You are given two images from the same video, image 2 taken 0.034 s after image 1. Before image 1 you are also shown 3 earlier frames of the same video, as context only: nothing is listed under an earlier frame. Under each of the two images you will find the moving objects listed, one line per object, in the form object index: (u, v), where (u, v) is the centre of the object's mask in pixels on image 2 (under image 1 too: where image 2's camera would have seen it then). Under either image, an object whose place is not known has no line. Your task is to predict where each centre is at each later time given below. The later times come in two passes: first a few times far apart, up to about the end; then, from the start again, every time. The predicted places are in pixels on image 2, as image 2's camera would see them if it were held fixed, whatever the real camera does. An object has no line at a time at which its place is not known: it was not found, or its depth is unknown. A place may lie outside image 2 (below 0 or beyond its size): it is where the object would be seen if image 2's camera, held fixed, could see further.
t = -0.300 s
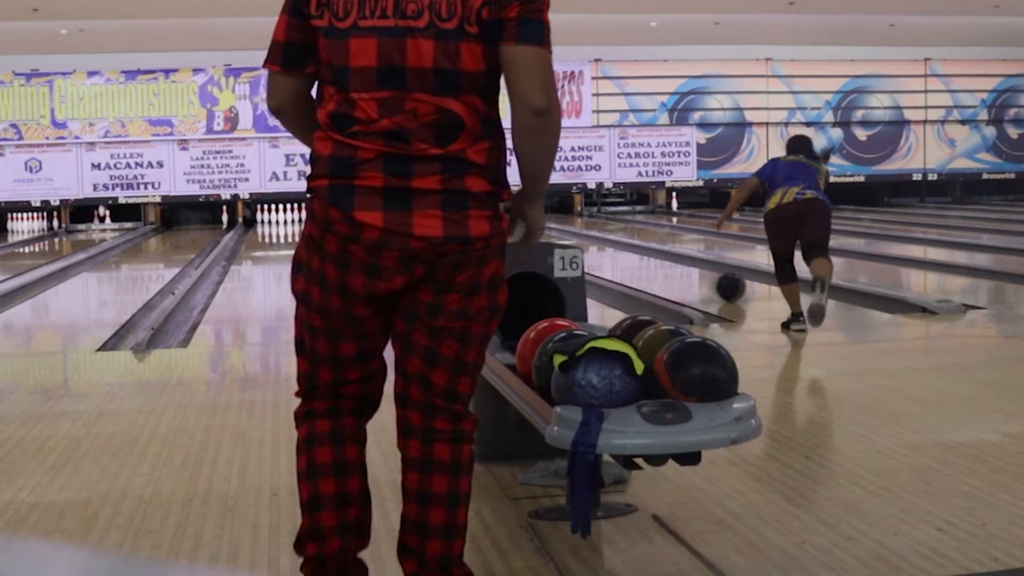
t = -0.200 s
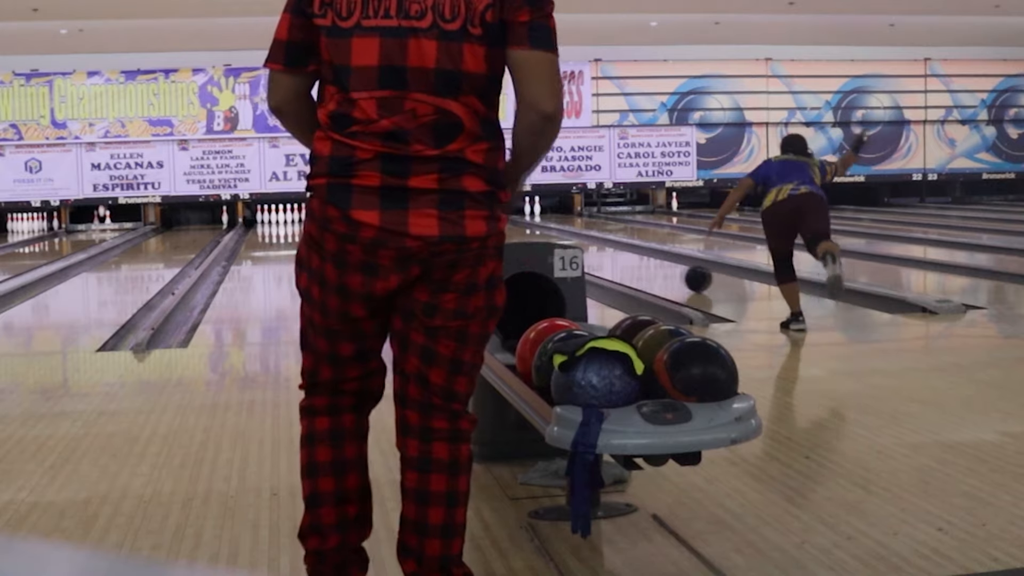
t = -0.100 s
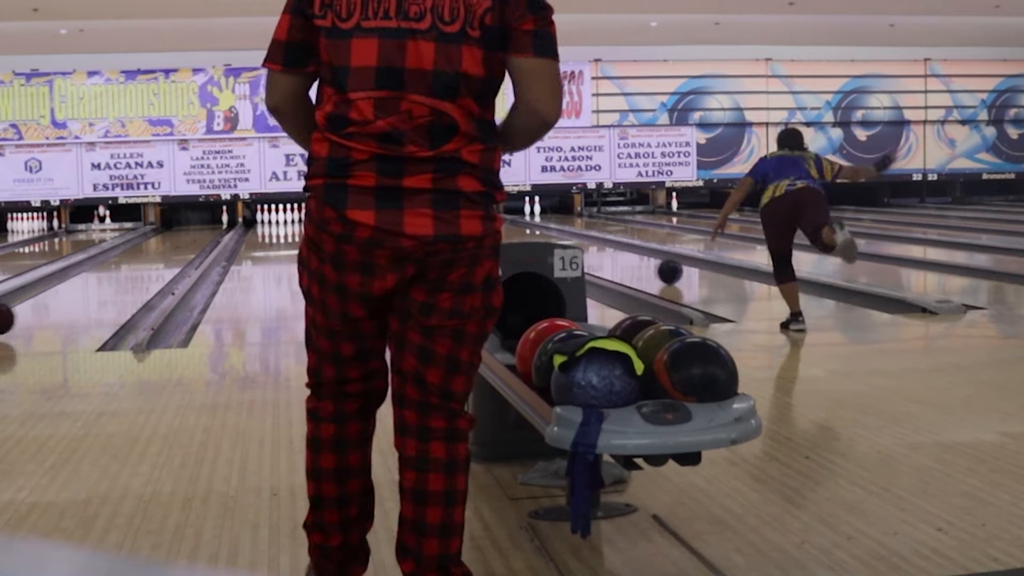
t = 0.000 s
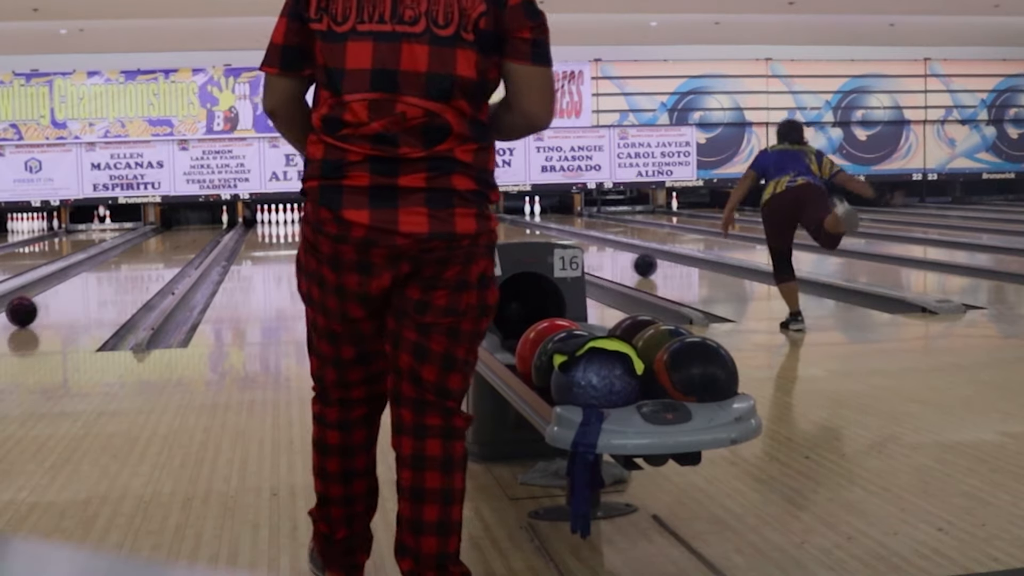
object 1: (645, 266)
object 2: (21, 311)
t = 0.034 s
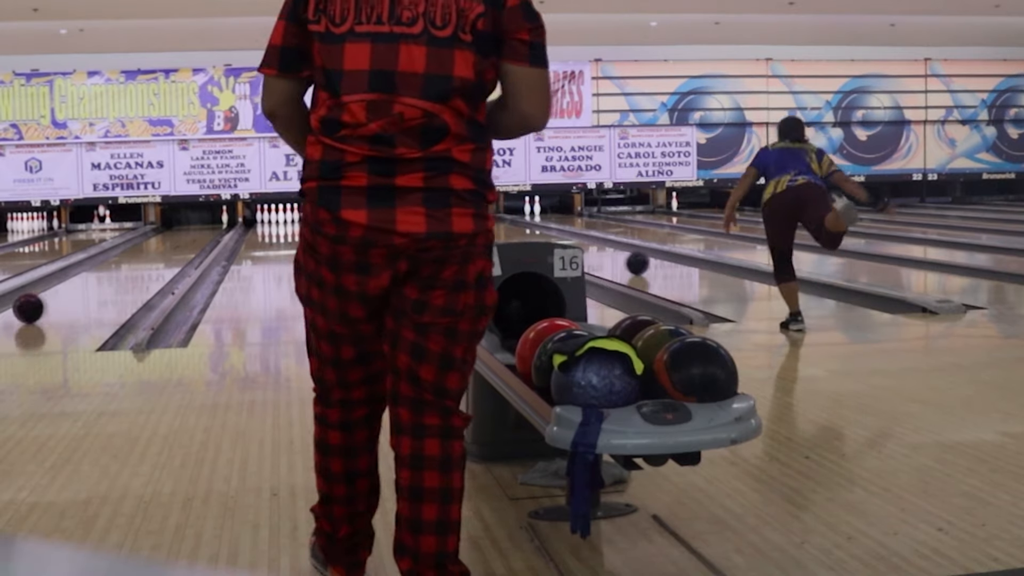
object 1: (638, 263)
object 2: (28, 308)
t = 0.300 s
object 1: (589, 250)
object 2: (77, 288)
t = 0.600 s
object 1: (545, 237)
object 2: (115, 271)
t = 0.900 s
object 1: (513, 232)
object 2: (144, 258)
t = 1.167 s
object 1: (491, 226)
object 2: (164, 250)
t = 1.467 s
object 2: (182, 242)
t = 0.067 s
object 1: (631, 261)
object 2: (35, 305)
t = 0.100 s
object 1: (623, 260)
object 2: (42, 303)
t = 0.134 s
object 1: (617, 258)
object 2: (48, 300)
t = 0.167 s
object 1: (610, 257)
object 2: (55, 297)
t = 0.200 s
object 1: (604, 255)
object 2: (60, 295)
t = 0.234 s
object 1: (598, 254)
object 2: (66, 292)
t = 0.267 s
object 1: (592, 252)
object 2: (71, 290)
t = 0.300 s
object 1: (589, 250)
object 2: (77, 288)
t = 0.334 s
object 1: (585, 247)
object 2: (81, 286)
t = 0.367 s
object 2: (86, 283)
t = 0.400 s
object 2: (91, 282)
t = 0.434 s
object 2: (95, 279)
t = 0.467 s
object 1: (564, 240)
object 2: (100, 277)
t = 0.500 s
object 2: (104, 276)
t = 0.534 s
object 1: (554, 239)
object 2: (108, 274)
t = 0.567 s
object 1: (550, 238)
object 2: (112, 272)
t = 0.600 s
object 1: (545, 237)
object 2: (115, 271)
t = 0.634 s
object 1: (541, 237)
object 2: (119, 269)
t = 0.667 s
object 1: (537, 236)
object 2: (123, 268)
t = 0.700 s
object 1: (534, 235)
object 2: (126, 267)
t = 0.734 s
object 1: (530, 235)
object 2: (129, 265)
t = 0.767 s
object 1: (526, 235)
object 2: (133, 263)
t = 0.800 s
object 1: (523, 234)
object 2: (136, 262)
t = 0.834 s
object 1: (519, 234)
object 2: (139, 261)
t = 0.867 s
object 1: (516, 233)
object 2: (142, 260)
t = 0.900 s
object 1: (513, 232)
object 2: (144, 258)
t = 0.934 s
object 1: (510, 231)
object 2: (147, 257)
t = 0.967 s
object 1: (507, 231)
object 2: (150, 256)
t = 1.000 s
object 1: (504, 230)
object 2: (152, 255)
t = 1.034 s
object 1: (501, 229)
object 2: (155, 254)
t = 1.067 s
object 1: (498, 229)
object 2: (157, 253)
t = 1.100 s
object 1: (496, 228)
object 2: (160, 251)
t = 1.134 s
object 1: (493, 227)
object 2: (162, 250)
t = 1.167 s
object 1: (491, 226)
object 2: (164, 250)
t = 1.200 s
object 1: (488, 226)
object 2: (167, 249)
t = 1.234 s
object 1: (485, 225)
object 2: (169, 248)
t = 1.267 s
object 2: (171, 247)
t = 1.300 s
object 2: (173, 246)
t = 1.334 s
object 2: (175, 245)
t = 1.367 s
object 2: (177, 245)
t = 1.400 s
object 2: (178, 244)
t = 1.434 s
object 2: (180, 243)
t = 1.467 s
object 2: (182, 242)
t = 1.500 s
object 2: (184, 241)
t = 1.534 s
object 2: (186, 241)
